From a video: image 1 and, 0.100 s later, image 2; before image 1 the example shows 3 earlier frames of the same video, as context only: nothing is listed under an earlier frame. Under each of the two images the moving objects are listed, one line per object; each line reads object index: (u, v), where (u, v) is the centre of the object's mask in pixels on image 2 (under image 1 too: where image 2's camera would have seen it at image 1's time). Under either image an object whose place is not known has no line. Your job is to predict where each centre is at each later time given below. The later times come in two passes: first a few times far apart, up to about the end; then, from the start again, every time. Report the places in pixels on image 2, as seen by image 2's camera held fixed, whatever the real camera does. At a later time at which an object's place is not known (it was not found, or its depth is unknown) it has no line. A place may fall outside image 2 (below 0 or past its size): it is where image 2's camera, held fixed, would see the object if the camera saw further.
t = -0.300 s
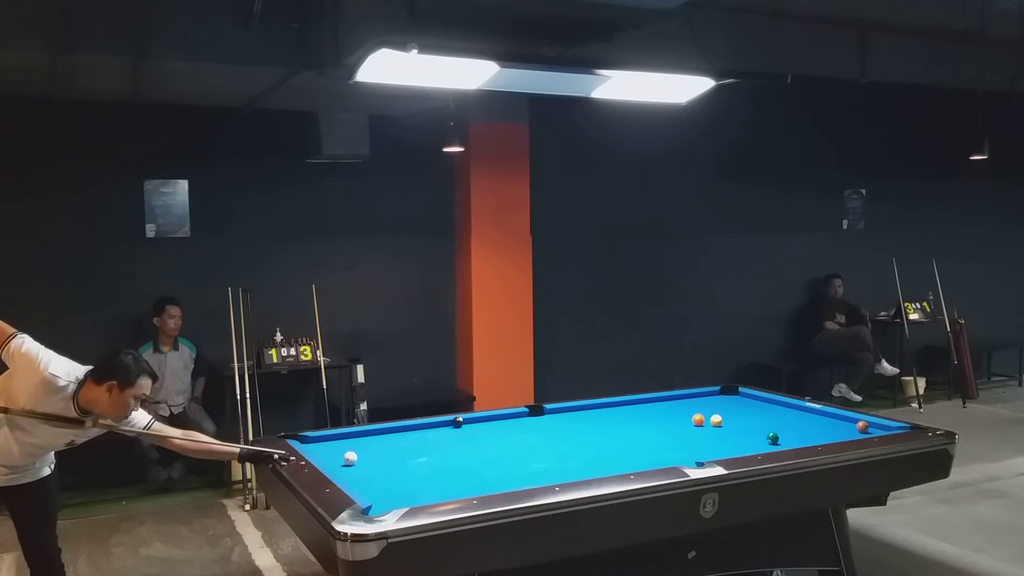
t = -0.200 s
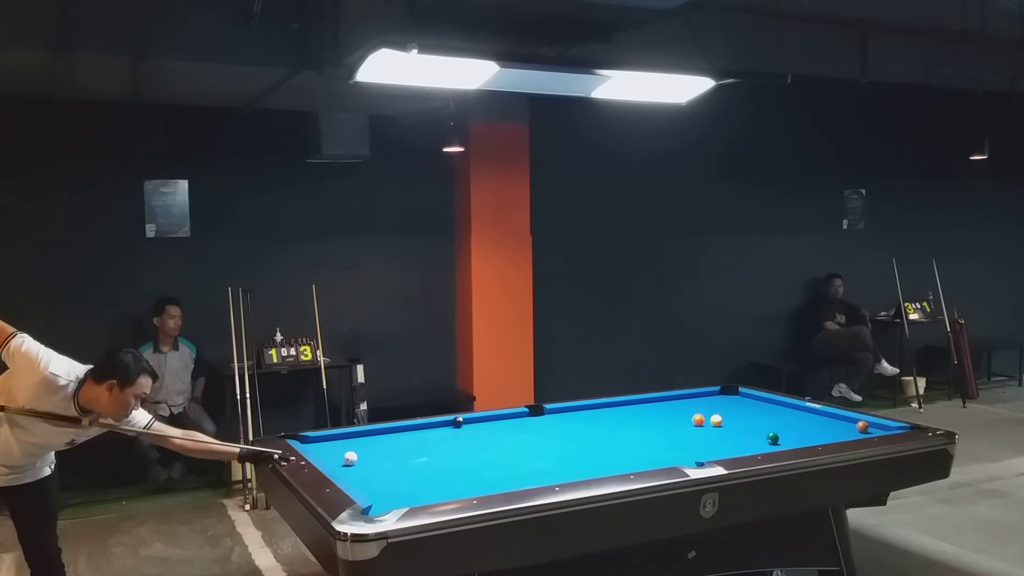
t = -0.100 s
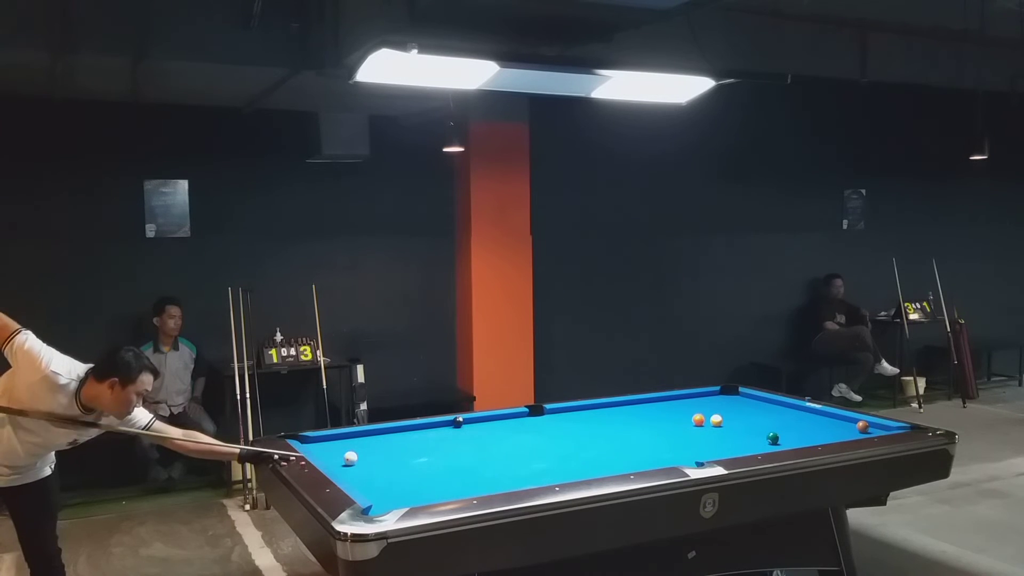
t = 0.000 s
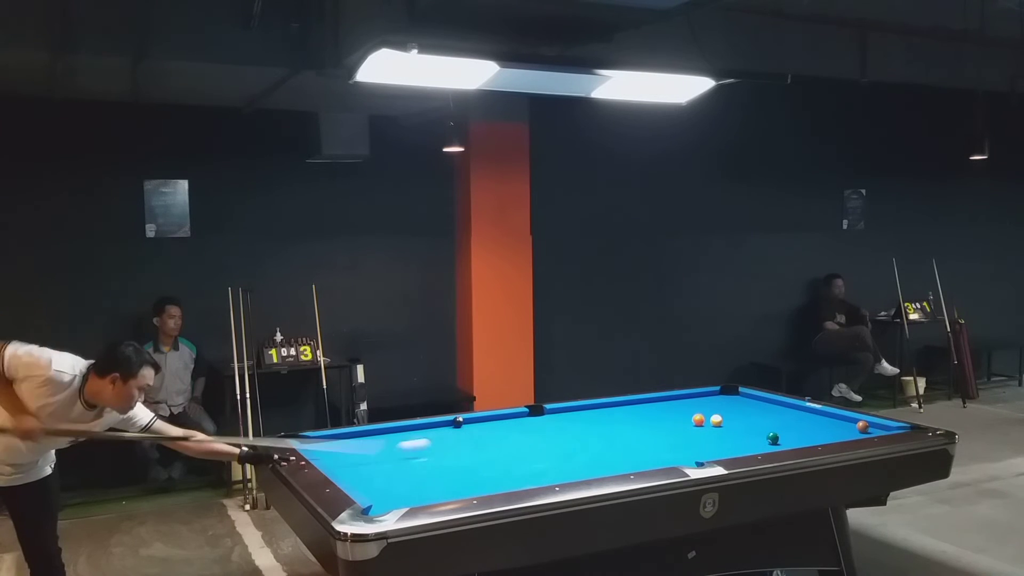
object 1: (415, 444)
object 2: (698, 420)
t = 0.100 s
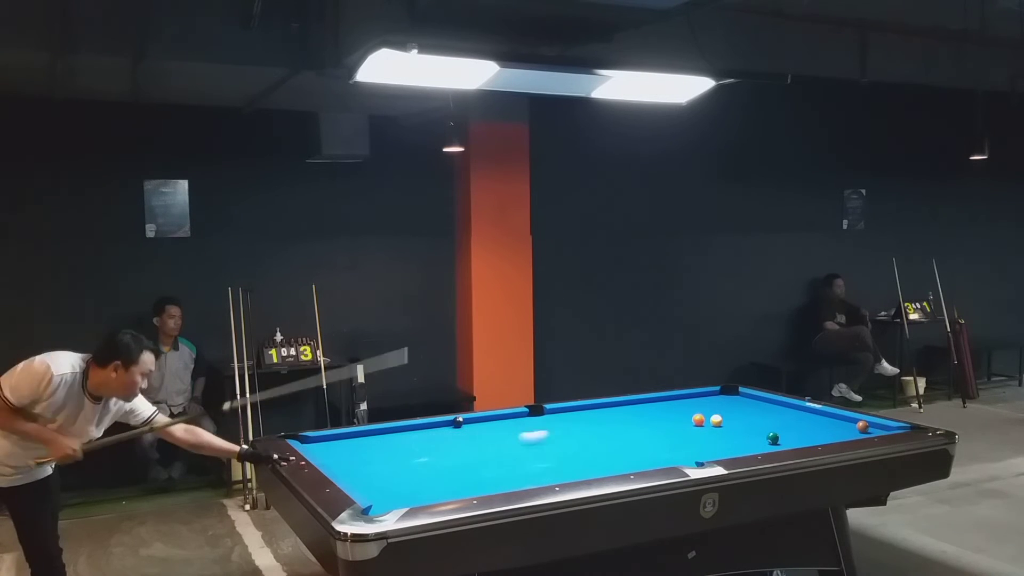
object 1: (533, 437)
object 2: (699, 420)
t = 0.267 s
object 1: (694, 422)
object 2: (706, 417)
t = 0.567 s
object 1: (783, 435)
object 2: (714, 406)
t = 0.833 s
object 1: (829, 436)
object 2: (612, 414)
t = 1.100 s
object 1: (822, 429)
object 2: (504, 424)
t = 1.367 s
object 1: (814, 421)
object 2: (388, 435)
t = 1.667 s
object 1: (806, 413)
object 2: (345, 437)
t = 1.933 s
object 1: (797, 407)
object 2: (422, 428)
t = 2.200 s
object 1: (775, 405)
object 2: (480, 424)
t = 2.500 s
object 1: (752, 403)
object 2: (534, 424)
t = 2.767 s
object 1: (733, 401)
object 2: (581, 425)
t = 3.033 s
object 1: (715, 399)
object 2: (627, 425)
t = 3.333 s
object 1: (697, 397)
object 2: (678, 425)
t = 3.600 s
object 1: (683, 396)
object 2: (722, 426)
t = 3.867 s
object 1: (683, 397)
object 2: (764, 426)
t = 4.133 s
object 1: (683, 399)
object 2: (804, 426)
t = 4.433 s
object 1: (683, 401)
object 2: (849, 426)
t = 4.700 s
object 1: (683, 402)
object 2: (856, 425)
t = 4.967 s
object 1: (683, 403)
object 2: (863, 425)
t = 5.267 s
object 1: (682, 404)
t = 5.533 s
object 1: (682, 404)
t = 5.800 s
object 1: (682, 405)
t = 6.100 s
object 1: (681, 405)
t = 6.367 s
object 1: (681, 405)
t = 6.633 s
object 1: (681, 405)
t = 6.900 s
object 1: (681, 405)
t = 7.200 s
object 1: (681, 405)
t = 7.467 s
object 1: (681, 405)
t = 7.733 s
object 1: (681, 405)
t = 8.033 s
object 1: (681, 405)
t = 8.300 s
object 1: (681, 405)
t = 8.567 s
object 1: (681, 405)
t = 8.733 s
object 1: (681, 405)
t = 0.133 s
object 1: (570, 431)
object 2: (699, 420)
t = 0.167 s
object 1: (604, 429)
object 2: (699, 420)
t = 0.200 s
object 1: (638, 426)
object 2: (699, 420)
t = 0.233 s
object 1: (670, 423)
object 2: (699, 420)
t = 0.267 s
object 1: (694, 422)
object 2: (706, 417)
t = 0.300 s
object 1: (705, 423)
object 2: (722, 413)
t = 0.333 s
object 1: (717, 423)
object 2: (738, 410)
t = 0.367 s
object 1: (728, 427)
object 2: (754, 406)
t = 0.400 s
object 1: (737, 429)
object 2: (768, 402)
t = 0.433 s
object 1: (747, 430)
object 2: (768, 401)
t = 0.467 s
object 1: (756, 432)
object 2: (754, 402)
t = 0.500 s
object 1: (764, 432)
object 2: (740, 403)
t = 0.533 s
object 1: (773, 431)
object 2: (727, 405)
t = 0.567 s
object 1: (783, 435)
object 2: (714, 406)
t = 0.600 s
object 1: (790, 436)
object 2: (702, 407)
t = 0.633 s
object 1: (799, 437)
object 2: (689, 408)
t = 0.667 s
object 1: (807, 437)
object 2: (677, 409)
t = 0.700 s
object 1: (815, 438)
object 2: (664, 410)
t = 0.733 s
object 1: (824, 438)
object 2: (652, 411)
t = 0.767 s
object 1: (831, 437)
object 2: (639, 412)
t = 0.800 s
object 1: (830, 437)
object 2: (625, 413)
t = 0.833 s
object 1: (829, 436)
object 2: (612, 414)
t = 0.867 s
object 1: (828, 436)
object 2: (600, 415)
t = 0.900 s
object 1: (827, 435)
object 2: (586, 417)
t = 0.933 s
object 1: (826, 434)
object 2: (573, 418)
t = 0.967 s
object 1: (826, 433)
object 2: (559, 419)
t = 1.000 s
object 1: (825, 432)
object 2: (546, 420)
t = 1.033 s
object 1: (824, 431)
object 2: (532, 421)
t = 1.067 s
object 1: (823, 430)
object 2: (518, 423)
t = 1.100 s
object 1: (822, 429)
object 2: (504, 424)
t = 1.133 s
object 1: (821, 428)
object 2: (490, 425)
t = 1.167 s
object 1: (820, 427)
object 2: (476, 426)
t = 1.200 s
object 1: (819, 426)
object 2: (462, 428)
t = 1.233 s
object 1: (818, 425)
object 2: (447, 429)
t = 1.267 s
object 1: (817, 424)
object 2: (432, 431)
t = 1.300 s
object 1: (816, 423)
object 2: (417, 432)
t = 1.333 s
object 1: (815, 422)
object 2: (403, 433)
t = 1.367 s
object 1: (814, 421)
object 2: (388, 435)
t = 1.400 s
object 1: (813, 420)
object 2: (372, 436)
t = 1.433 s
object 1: (812, 419)
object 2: (357, 438)
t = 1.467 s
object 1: (811, 418)
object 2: (341, 439)
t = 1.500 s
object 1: (811, 417)
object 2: (325, 441)
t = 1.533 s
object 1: (810, 417)
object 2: (310, 442)
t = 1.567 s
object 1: (809, 416)
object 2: (311, 442)
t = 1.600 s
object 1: (808, 415)
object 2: (323, 440)
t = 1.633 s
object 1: (807, 414)
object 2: (335, 439)
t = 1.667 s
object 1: (806, 413)
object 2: (345, 437)
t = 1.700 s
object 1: (806, 412)
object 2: (355, 436)
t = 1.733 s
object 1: (805, 411)
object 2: (365, 435)
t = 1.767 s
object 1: (804, 411)
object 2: (375, 434)
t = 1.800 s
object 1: (803, 410)
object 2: (384, 433)
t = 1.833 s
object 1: (803, 409)
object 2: (394, 431)
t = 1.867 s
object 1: (802, 408)
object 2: (403, 430)
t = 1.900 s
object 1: (800, 408)
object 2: (413, 429)
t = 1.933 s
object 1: (797, 407)
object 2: (422, 428)
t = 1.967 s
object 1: (794, 407)
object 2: (431, 427)
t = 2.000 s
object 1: (791, 407)
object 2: (440, 425)
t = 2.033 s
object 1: (788, 406)
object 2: (449, 424)
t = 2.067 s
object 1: (786, 406)
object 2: (456, 424)
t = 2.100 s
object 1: (783, 406)
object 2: (461, 424)
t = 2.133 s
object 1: (780, 406)
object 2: (467, 424)
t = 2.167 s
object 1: (778, 405)
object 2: (473, 424)
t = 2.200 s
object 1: (775, 405)
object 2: (480, 424)
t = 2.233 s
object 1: (772, 405)
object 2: (486, 424)
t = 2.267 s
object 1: (770, 405)
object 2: (492, 425)
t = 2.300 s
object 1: (767, 404)
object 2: (498, 424)
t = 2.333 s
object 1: (764, 404)
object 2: (504, 425)
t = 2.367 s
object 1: (762, 403)
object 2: (510, 425)
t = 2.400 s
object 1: (759, 403)
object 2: (516, 424)
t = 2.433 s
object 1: (757, 403)
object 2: (522, 424)
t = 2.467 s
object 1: (754, 403)
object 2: (528, 424)
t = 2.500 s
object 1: (752, 403)
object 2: (534, 424)
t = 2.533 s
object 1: (749, 402)
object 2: (540, 424)
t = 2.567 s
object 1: (747, 402)
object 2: (546, 424)
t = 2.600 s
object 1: (744, 402)
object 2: (552, 424)
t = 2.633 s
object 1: (742, 401)
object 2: (558, 424)
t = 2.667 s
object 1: (740, 401)
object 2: (564, 424)
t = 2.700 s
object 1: (738, 401)
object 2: (570, 425)
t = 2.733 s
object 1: (735, 401)
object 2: (576, 425)
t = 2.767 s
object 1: (733, 401)
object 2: (581, 425)
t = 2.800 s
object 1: (730, 400)
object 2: (587, 425)
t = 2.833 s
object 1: (728, 400)
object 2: (593, 425)
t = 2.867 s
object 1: (726, 400)
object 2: (599, 425)
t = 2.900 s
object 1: (724, 400)
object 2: (605, 425)
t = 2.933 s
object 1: (722, 400)
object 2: (610, 425)
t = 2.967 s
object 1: (719, 400)
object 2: (616, 425)
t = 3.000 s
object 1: (717, 399)
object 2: (622, 425)
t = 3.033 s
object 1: (715, 399)
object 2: (627, 425)
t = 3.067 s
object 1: (713, 399)
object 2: (633, 425)
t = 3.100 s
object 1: (711, 399)
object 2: (639, 425)
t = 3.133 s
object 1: (709, 398)
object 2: (645, 425)
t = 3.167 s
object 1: (707, 398)
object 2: (650, 425)
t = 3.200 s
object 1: (705, 398)
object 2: (656, 425)
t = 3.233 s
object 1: (703, 398)
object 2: (662, 425)
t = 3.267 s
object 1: (701, 398)
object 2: (667, 425)
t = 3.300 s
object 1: (699, 397)
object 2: (673, 425)
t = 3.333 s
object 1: (697, 397)
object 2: (678, 425)
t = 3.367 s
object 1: (695, 397)
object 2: (683, 425)
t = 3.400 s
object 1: (693, 397)
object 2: (689, 425)
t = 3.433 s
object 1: (692, 397)
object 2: (694, 425)
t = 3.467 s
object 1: (690, 396)
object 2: (699, 425)
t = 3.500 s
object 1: (688, 396)
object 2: (705, 425)
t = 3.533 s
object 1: (686, 396)
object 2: (710, 425)
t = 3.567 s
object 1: (684, 396)
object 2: (716, 425)
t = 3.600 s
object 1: (683, 396)
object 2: (722, 426)
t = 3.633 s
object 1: (683, 396)
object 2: (727, 425)
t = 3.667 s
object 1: (683, 396)
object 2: (732, 425)
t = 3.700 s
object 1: (683, 396)
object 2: (737, 426)
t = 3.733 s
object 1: (683, 396)
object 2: (743, 426)
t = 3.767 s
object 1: (683, 397)
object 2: (748, 426)
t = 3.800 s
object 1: (683, 397)
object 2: (753, 426)
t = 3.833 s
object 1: (683, 397)
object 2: (758, 426)
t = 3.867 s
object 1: (683, 397)
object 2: (764, 426)
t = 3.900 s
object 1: (683, 397)
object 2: (769, 426)
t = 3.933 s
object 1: (683, 398)
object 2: (774, 426)
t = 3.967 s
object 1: (683, 398)
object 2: (779, 426)
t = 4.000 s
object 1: (683, 398)
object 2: (784, 426)
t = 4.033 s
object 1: (683, 398)
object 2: (789, 426)
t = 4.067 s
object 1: (683, 399)
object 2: (795, 426)
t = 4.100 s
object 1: (683, 399)
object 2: (799, 426)
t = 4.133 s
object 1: (683, 399)
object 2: (804, 426)
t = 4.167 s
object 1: (683, 399)
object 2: (809, 426)
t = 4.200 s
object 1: (683, 399)
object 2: (814, 426)
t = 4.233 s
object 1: (683, 400)
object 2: (819, 426)
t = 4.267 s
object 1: (683, 400)
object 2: (824, 426)
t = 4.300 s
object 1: (683, 400)
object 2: (829, 426)
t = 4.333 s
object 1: (683, 400)
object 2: (834, 426)
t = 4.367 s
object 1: (683, 400)
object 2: (839, 426)
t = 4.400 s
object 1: (683, 401)
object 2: (844, 426)
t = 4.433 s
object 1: (683, 401)
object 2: (849, 426)
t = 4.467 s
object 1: (683, 401)
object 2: (850, 426)
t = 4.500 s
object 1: (683, 401)
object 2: (851, 426)
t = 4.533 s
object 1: (683, 401)
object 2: (852, 426)
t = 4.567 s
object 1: (683, 401)
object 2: (853, 426)
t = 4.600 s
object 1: (683, 401)
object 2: (854, 426)
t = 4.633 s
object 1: (683, 402)
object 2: (855, 426)
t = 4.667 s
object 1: (683, 402)
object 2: (855, 426)
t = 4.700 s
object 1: (683, 402)
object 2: (856, 425)
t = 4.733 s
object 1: (683, 402)
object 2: (857, 425)
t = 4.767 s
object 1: (683, 402)
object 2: (858, 425)
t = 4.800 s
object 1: (683, 402)
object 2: (858, 425)
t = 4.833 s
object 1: (683, 402)
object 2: (860, 425)
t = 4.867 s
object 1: (683, 403)
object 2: (860, 425)
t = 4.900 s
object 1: (683, 403)
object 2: (861, 425)
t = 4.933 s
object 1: (683, 403)
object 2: (862, 425)
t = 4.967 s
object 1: (683, 403)
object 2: (863, 425)
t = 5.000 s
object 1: (682, 403)
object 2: (863, 425)
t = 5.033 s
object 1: (682, 403)
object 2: (864, 425)
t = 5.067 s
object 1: (682, 403)
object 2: (864, 424)
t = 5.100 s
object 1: (682, 403)
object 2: (865, 424)
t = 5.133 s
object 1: (682, 403)
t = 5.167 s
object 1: (682, 403)
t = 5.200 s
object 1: (682, 404)
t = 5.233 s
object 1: (682, 404)
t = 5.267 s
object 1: (682, 404)
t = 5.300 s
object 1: (682, 404)
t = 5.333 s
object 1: (682, 404)
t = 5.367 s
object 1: (682, 404)
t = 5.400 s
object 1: (682, 404)
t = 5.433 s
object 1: (682, 404)
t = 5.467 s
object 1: (683, 404)
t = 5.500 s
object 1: (682, 404)
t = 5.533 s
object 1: (682, 404)
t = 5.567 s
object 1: (682, 405)
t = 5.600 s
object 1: (682, 405)
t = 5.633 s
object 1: (682, 405)
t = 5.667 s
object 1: (682, 405)
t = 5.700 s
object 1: (682, 405)
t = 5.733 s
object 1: (682, 405)
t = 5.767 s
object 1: (682, 405)
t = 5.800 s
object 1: (682, 405)
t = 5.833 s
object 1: (682, 405)
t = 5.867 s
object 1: (682, 405)
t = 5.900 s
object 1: (682, 405)
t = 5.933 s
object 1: (682, 405)
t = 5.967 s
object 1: (681, 405)
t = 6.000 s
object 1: (681, 405)
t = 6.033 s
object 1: (681, 405)
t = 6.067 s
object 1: (681, 405)
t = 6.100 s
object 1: (681, 405)
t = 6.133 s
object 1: (681, 405)
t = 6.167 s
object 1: (681, 405)
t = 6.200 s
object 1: (681, 405)
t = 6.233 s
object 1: (681, 405)
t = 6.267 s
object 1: (681, 405)
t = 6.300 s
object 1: (681, 405)
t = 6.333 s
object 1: (681, 405)
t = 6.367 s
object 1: (681, 405)
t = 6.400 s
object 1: (681, 405)
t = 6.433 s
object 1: (681, 405)
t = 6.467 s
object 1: (681, 405)
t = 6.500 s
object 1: (681, 405)
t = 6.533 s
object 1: (681, 405)
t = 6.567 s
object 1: (681, 405)
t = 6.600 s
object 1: (681, 405)
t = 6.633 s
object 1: (681, 405)
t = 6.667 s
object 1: (681, 405)
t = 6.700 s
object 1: (681, 405)
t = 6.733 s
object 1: (681, 405)
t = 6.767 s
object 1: (681, 405)
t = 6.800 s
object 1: (681, 405)
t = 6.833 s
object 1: (681, 405)
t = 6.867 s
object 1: (681, 405)
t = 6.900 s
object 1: (681, 405)
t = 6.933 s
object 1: (681, 405)
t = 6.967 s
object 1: (681, 405)
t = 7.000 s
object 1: (681, 405)
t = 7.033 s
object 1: (681, 405)
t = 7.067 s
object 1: (681, 405)
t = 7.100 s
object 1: (681, 405)
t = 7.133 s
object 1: (681, 405)
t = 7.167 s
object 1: (681, 405)
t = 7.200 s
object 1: (681, 405)
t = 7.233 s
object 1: (681, 405)
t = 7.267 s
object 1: (681, 405)
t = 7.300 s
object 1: (681, 405)
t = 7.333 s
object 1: (681, 405)
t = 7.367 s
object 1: (681, 405)
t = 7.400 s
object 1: (681, 405)
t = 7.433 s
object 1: (681, 405)
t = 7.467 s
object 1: (681, 405)
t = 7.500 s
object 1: (681, 405)
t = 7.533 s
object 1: (681, 405)
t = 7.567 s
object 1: (681, 405)
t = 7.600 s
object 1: (681, 405)
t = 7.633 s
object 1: (681, 405)
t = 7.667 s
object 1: (681, 405)
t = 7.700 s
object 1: (681, 405)
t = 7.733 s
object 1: (681, 405)
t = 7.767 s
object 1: (681, 405)
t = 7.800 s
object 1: (681, 405)
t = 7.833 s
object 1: (681, 405)
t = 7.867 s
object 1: (681, 405)
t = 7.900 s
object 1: (681, 405)
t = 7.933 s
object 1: (681, 405)
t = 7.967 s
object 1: (681, 405)
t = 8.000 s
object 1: (681, 405)
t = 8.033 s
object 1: (681, 405)
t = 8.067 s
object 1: (681, 405)
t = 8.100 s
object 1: (681, 405)
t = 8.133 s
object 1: (681, 405)
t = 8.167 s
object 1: (681, 405)
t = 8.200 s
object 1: (681, 405)
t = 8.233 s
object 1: (681, 405)
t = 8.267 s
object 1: (681, 405)
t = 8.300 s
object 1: (681, 405)
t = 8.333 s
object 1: (681, 405)
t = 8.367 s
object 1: (681, 405)
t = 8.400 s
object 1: (681, 405)
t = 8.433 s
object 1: (681, 405)
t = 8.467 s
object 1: (681, 405)
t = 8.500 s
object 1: (681, 405)
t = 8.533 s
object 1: (681, 405)
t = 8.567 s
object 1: (681, 405)
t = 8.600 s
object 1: (681, 405)
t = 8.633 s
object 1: (681, 405)
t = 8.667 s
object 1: (681, 405)
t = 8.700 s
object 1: (681, 405)
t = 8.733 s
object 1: (681, 405)
